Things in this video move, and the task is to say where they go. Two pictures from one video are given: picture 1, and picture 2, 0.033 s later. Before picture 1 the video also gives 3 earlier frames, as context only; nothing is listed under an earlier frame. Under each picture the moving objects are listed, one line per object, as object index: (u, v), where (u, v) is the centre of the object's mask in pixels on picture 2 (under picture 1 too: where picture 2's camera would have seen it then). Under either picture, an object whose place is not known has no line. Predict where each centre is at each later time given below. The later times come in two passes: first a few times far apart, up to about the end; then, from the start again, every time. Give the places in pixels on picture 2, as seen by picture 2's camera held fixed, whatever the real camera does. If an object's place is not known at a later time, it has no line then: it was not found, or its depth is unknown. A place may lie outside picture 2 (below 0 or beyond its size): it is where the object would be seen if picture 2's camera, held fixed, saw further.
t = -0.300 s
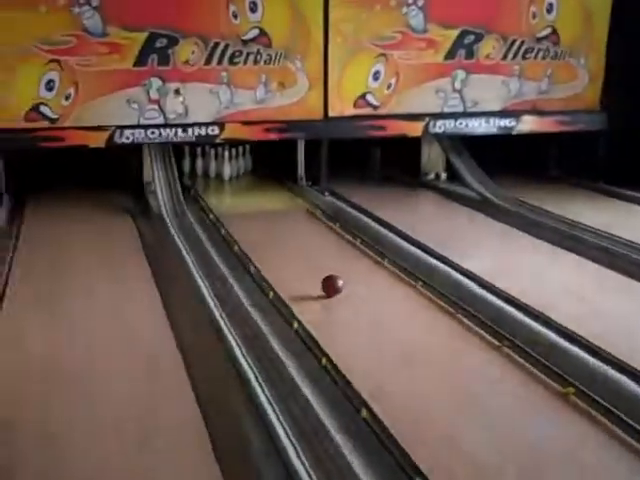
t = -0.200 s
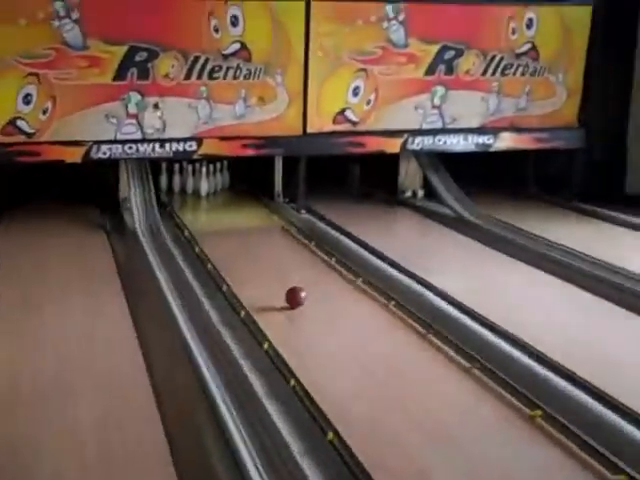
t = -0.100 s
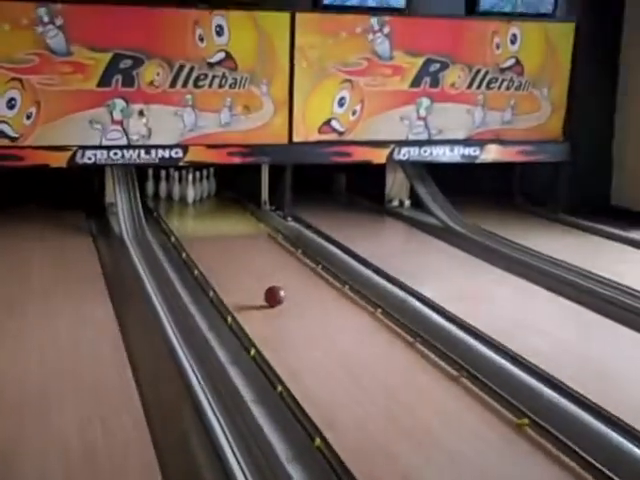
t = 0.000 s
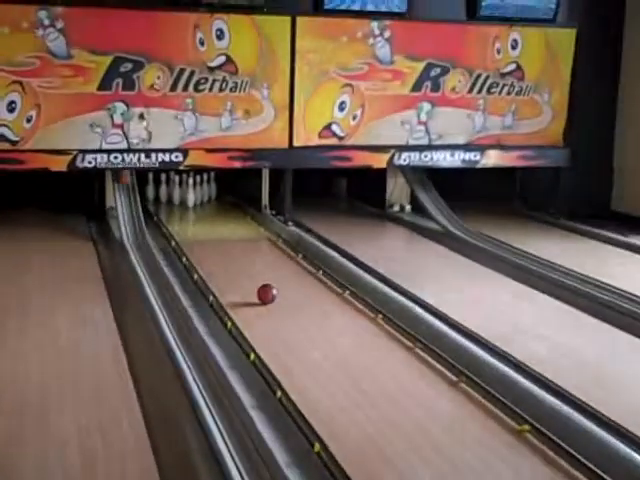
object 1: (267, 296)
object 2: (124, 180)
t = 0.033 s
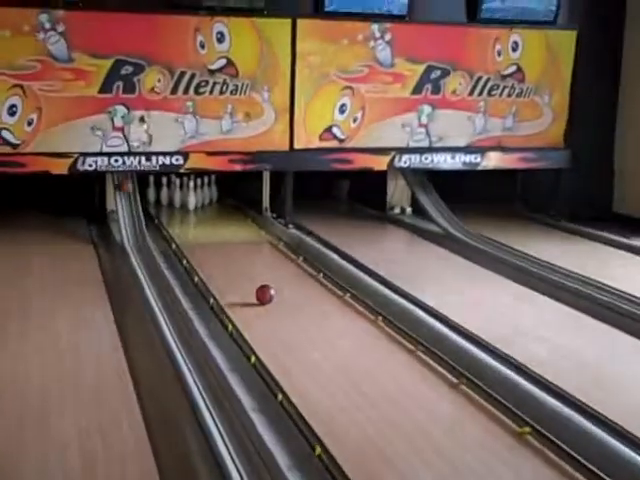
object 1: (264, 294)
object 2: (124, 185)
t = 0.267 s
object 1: (249, 278)
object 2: (134, 231)
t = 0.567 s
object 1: (231, 262)
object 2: (149, 262)
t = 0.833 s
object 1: (217, 248)
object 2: (165, 294)
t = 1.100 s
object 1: (205, 237)
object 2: (188, 338)
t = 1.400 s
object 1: (191, 227)
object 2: (226, 411)
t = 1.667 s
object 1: (182, 218)
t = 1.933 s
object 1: (174, 211)
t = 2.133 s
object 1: (167, 207)
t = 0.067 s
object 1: (263, 291)
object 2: (127, 192)
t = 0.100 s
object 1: (259, 289)
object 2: (128, 199)
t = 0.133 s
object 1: (258, 287)
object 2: (130, 205)
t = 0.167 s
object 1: (255, 284)
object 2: (130, 212)
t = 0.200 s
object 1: (253, 282)
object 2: (131, 218)
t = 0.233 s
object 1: (251, 280)
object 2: (132, 225)
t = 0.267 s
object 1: (249, 278)
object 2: (134, 231)
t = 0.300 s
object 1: (247, 276)
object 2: (135, 236)
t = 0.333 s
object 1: (245, 274)
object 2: (137, 239)
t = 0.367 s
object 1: (243, 272)
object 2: (138, 242)
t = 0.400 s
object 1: (241, 270)
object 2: (141, 245)
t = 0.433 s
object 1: (238, 268)
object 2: (141, 247)
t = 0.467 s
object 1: (237, 267)
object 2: (143, 252)
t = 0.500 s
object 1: (235, 265)
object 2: (145, 256)
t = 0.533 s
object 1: (233, 263)
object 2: (146, 258)
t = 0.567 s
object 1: (231, 262)
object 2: (149, 262)
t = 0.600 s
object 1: (230, 259)
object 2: (151, 265)
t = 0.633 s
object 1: (228, 258)
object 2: (152, 269)
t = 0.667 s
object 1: (226, 256)
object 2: (154, 273)
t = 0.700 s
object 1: (224, 254)
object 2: (157, 277)
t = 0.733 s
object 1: (223, 252)
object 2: (159, 281)
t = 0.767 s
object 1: (221, 251)
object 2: (160, 285)
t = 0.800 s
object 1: (219, 250)
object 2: (163, 289)
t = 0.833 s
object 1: (217, 248)
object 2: (165, 294)
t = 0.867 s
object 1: (216, 247)
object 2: (168, 299)
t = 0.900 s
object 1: (214, 245)
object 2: (170, 304)
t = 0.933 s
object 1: (213, 244)
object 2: (173, 309)
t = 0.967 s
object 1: (211, 243)
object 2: (175, 315)
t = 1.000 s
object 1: (209, 241)
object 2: (179, 320)
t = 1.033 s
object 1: (208, 240)
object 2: (181, 327)
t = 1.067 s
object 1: (206, 238)
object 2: (184, 332)
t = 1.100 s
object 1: (205, 237)
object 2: (188, 338)
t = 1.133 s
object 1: (204, 236)
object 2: (191, 345)
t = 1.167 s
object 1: (202, 234)
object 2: (195, 352)
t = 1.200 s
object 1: (201, 234)
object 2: (199, 358)
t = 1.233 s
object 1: (198, 233)
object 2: (203, 366)
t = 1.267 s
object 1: (197, 231)
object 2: (207, 375)
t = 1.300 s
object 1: (195, 231)
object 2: (211, 383)
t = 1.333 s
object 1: (194, 229)
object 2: (216, 391)
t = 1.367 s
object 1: (193, 227)
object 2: (221, 401)
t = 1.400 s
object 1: (191, 227)
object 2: (226, 411)
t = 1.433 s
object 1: (191, 226)
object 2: (232, 421)
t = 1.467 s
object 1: (190, 225)
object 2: (238, 433)
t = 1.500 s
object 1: (188, 224)
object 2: (245, 446)
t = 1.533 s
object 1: (186, 223)
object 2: (252, 457)
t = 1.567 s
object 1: (185, 220)
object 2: (260, 463)
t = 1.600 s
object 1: (184, 220)
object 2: (267, 468)
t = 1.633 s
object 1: (182, 219)
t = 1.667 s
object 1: (182, 218)
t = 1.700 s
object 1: (181, 217)
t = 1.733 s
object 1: (177, 215)
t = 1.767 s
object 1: (176, 215)
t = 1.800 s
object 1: (176, 214)
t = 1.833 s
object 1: (174, 213)
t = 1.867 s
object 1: (174, 211)
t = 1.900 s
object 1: (174, 211)
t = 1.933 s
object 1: (174, 211)
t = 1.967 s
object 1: (173, 211)
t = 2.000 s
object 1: (172, 211)
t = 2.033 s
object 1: (171, 210)
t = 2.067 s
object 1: (169, 209)
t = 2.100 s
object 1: (167, 207)
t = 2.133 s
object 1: (167, 207)
